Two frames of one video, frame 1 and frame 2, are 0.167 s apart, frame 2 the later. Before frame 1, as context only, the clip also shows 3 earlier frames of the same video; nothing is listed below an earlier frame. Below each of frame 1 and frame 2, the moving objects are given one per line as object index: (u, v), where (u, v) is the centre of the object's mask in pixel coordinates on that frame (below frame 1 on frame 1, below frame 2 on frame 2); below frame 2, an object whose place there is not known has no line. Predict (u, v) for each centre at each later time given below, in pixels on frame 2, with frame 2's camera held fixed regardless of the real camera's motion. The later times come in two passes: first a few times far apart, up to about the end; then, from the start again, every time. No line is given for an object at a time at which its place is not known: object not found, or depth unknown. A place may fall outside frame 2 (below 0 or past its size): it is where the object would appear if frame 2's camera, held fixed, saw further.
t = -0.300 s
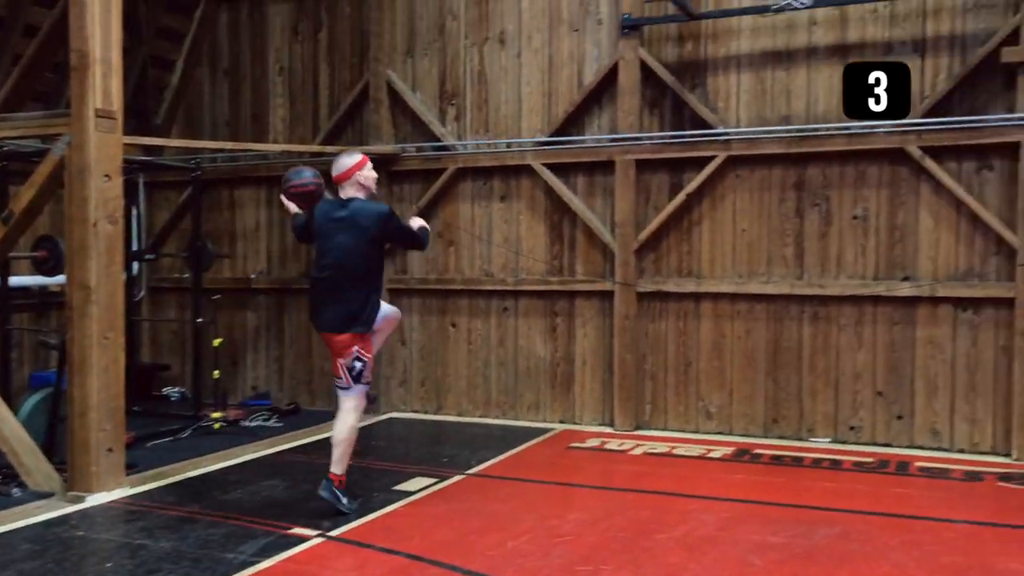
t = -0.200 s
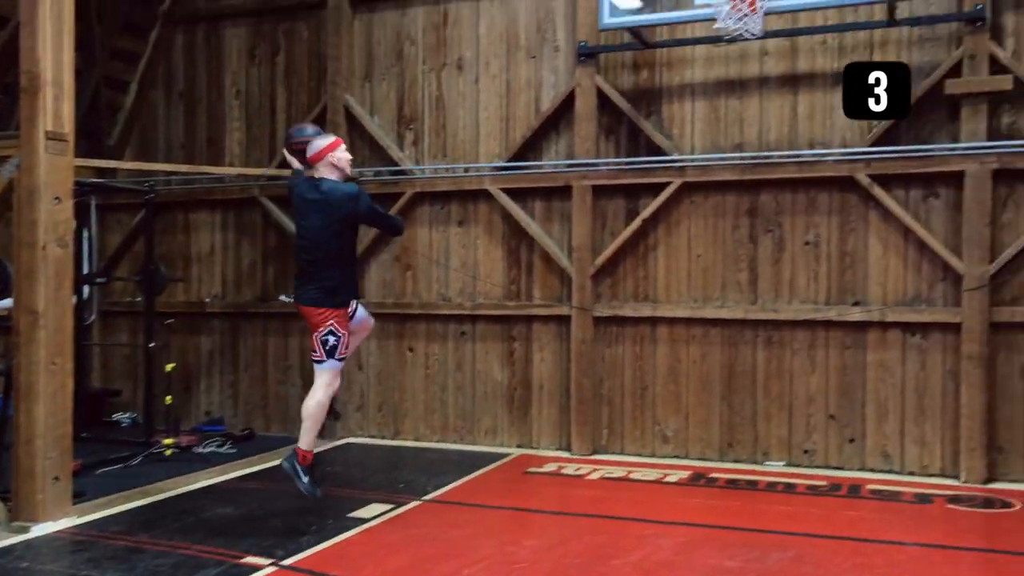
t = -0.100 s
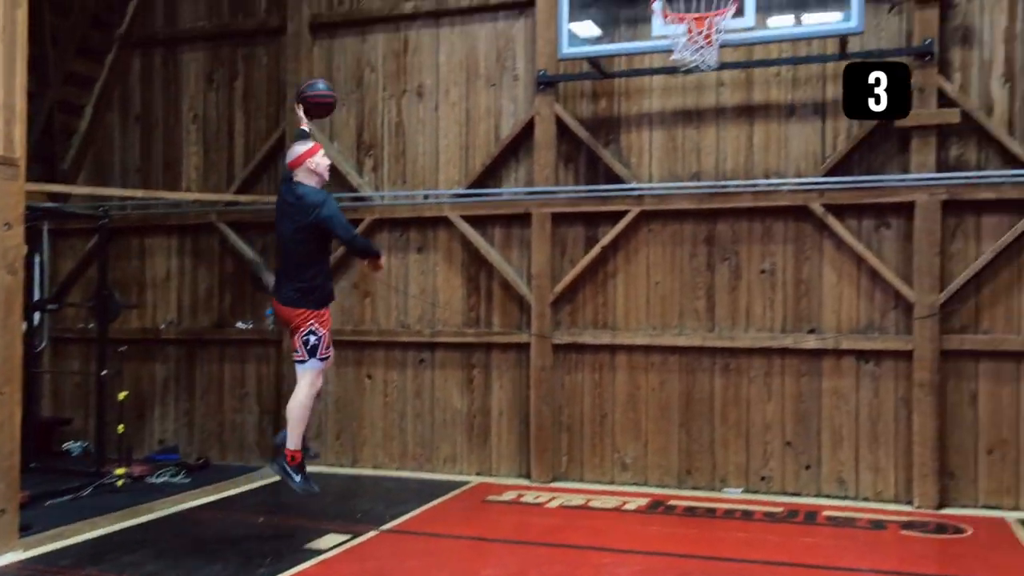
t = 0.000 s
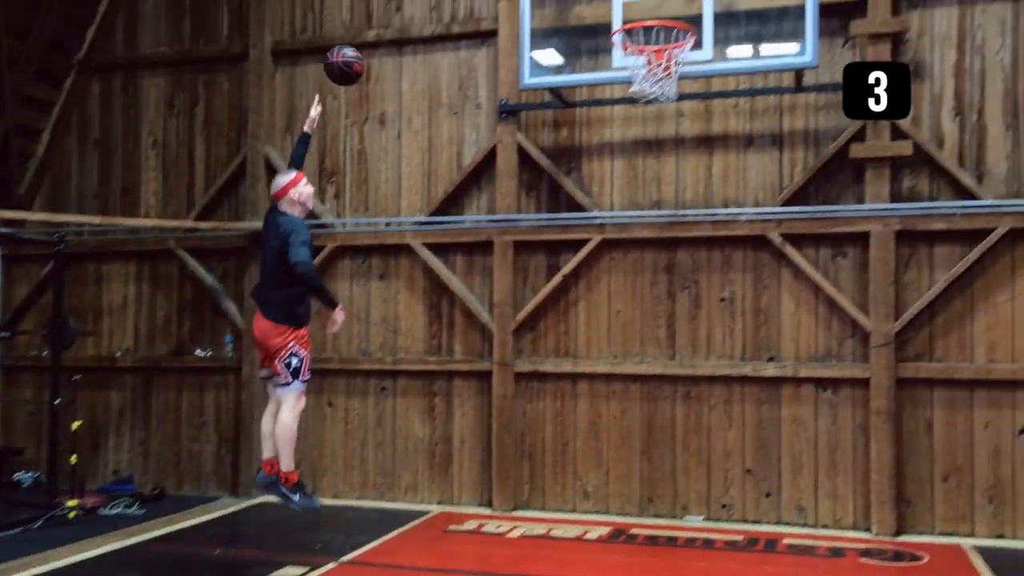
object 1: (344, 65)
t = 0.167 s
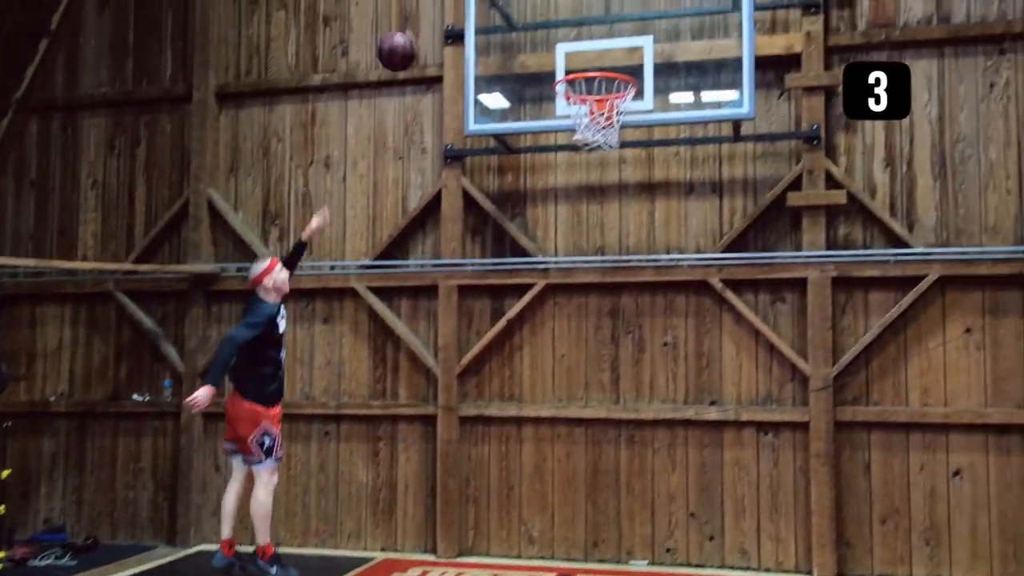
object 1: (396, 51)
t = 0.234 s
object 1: (437, 42)
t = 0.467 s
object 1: (544, 40)
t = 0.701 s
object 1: (593, 88)
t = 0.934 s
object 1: (587, 134)
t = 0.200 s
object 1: (416, 46)
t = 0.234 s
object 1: (437, 42)
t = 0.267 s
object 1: (457, 39)
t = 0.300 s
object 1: (478, 39)
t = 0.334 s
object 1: (496, 41)
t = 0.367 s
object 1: (515, 42)
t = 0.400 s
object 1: (525, 40)
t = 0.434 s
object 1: (534, 40)
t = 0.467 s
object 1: (544, 40)
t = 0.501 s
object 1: (555, 42)
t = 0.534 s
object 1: (565, 47)
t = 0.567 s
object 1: (576, 53)
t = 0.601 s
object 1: (586, 59)
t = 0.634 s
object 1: (597, 65)
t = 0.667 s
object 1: (596, 79)
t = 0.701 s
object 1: (593, 88)
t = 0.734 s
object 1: (591, 95)
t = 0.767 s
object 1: (588, 102)
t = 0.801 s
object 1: (586, 109)
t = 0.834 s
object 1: (585, 117)
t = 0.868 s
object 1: (585, 127)
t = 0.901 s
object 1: (586, 131)
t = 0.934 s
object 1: (587, 134)
